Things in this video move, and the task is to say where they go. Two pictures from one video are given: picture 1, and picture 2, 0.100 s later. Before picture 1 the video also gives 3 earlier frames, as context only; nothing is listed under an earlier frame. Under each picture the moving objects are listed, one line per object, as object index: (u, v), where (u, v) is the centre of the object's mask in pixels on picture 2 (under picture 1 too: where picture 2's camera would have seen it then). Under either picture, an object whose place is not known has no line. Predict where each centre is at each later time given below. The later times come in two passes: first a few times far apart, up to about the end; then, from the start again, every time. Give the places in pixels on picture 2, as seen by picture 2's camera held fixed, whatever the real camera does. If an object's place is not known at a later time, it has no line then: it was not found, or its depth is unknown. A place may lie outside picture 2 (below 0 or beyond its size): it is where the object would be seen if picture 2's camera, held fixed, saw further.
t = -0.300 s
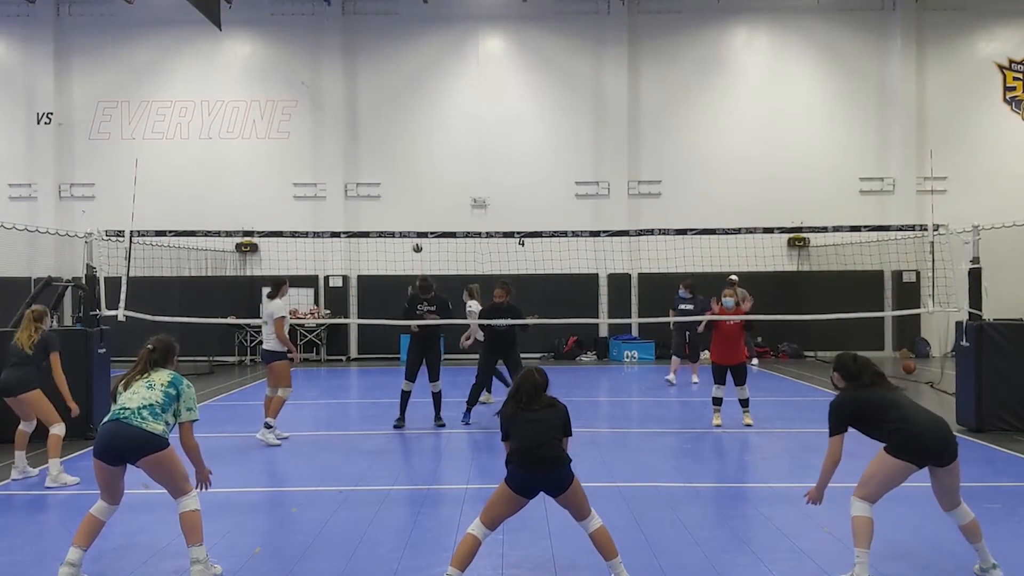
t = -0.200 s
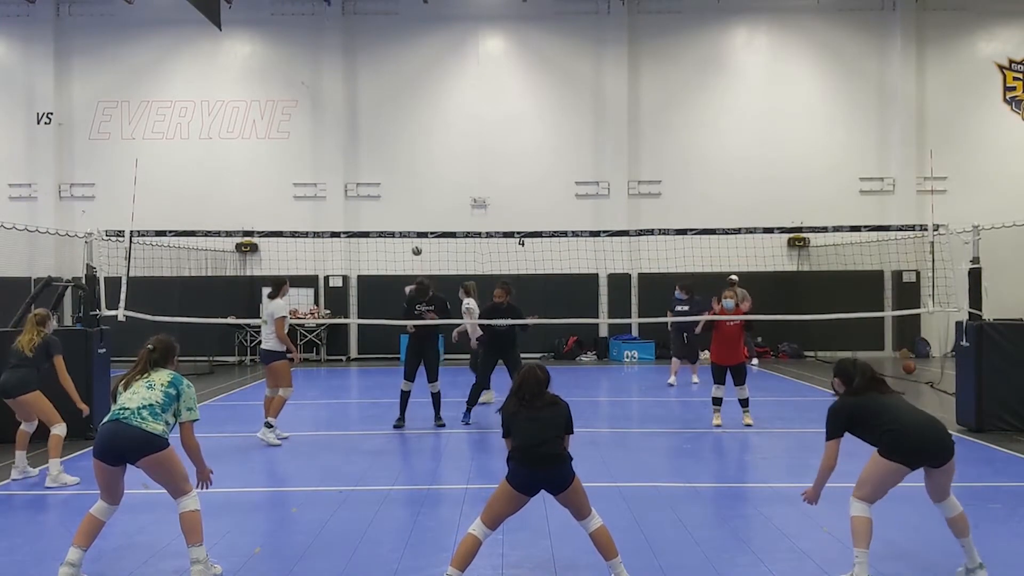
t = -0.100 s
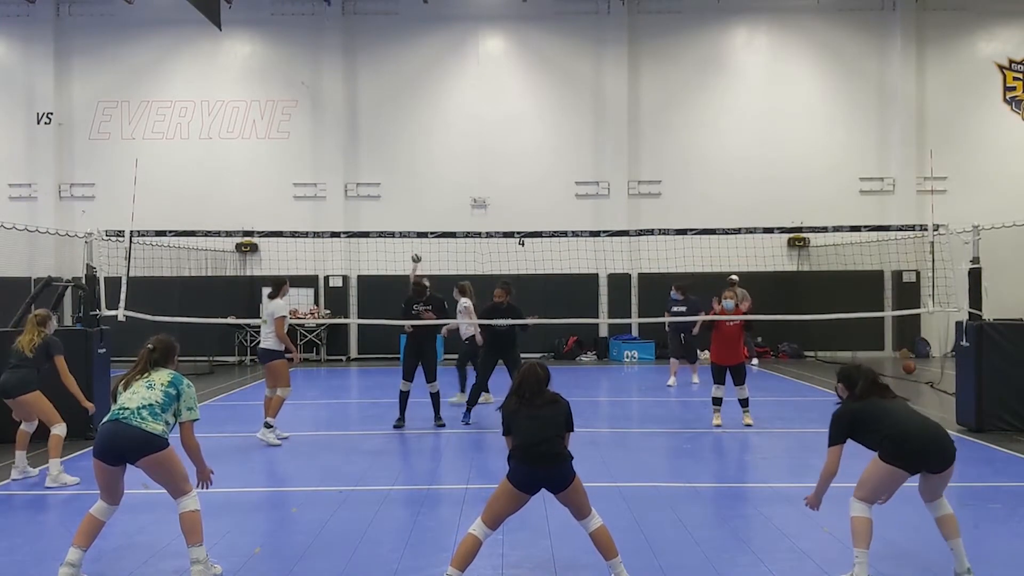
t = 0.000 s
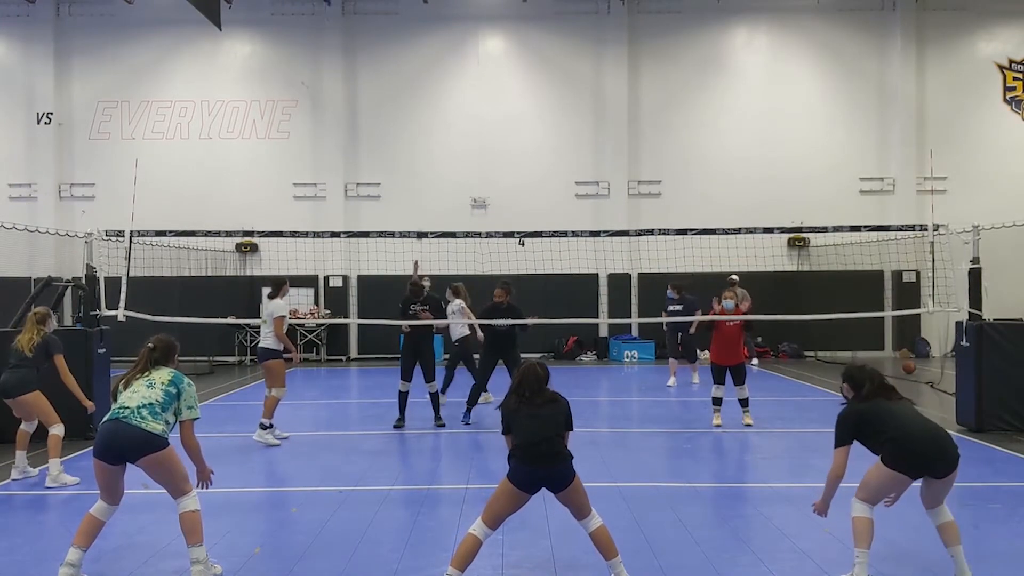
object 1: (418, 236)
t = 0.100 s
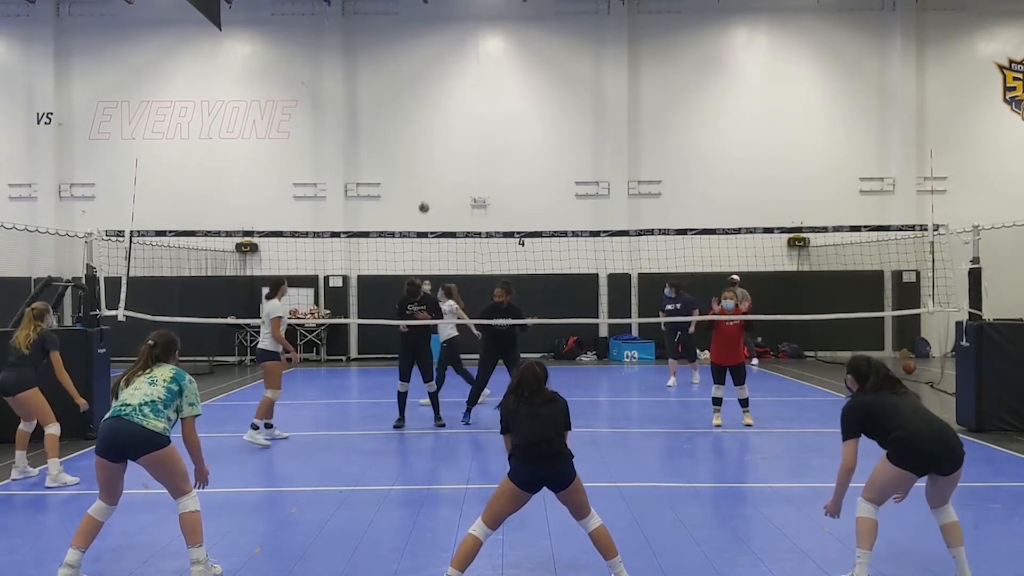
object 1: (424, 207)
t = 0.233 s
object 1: (431, 174)
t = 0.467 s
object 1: (447, 132)
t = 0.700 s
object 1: (466, 119)
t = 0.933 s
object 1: (488, 149)
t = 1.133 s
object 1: (519, 224)
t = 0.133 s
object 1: (425, 199)
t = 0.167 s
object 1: (427, 190)
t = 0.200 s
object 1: (429, 182)
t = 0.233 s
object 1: (431, 174)
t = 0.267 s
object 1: (433, 167)
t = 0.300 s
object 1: (436, 160)
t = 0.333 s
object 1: (438, 153)
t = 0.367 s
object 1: (440, 147)
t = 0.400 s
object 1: (443, 142)
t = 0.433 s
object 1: (445, 137)
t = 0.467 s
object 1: (447, 132)
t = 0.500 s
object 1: (450, 128)
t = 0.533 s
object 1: (453, 125)
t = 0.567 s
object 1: (455, 122)
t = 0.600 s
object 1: (458, 120)
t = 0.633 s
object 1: (460, 118)
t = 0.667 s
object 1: (463, 118)
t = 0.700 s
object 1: (466, 119)
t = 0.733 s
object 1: (468, 120)
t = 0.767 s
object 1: (471, 122)
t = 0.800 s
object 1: (474, 126)
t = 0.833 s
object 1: (477, 130)
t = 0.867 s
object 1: (481, 135)
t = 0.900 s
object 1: (484, 142)
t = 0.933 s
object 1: (488, 149)
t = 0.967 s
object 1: (492, 158)
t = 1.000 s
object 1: (496, 168)
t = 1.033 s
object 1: (501, 180)
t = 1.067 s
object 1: (507, 193)
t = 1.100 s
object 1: (512, 208)
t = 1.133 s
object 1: (519, 224)
